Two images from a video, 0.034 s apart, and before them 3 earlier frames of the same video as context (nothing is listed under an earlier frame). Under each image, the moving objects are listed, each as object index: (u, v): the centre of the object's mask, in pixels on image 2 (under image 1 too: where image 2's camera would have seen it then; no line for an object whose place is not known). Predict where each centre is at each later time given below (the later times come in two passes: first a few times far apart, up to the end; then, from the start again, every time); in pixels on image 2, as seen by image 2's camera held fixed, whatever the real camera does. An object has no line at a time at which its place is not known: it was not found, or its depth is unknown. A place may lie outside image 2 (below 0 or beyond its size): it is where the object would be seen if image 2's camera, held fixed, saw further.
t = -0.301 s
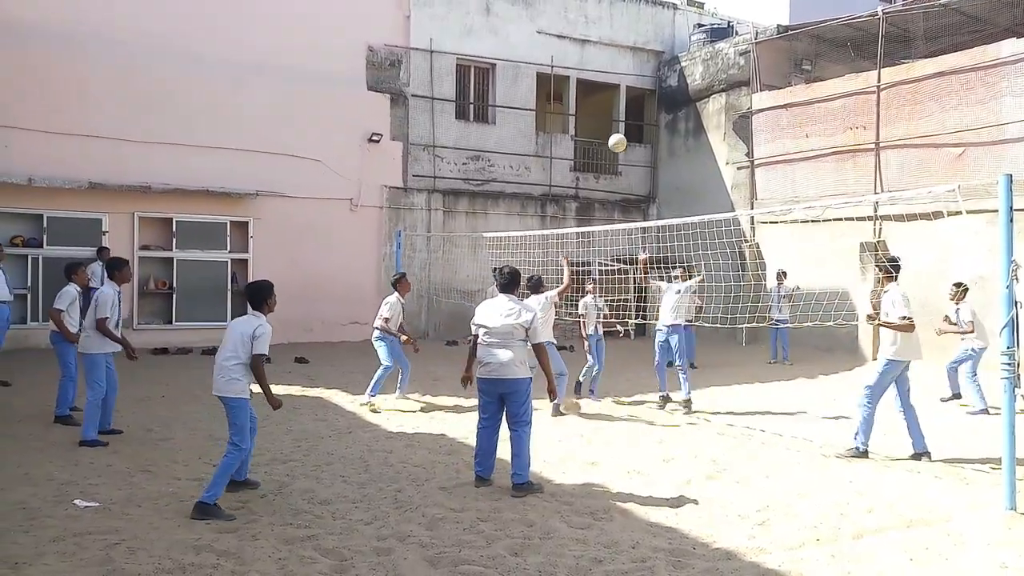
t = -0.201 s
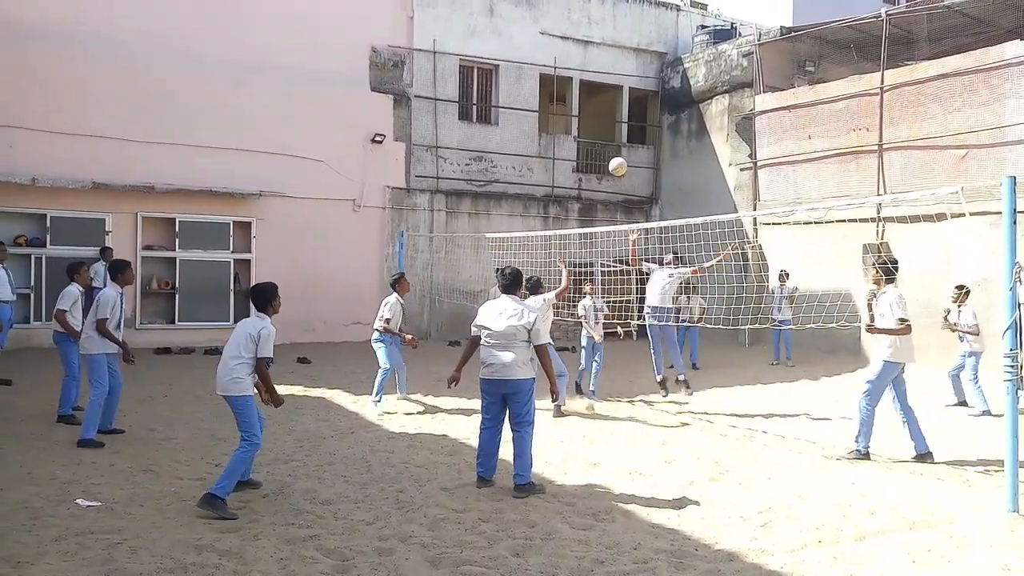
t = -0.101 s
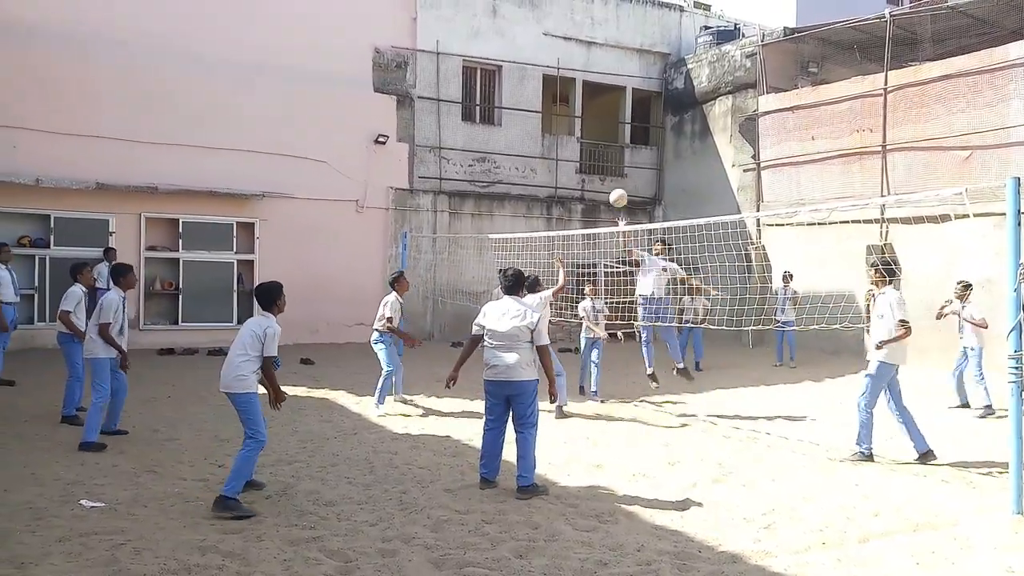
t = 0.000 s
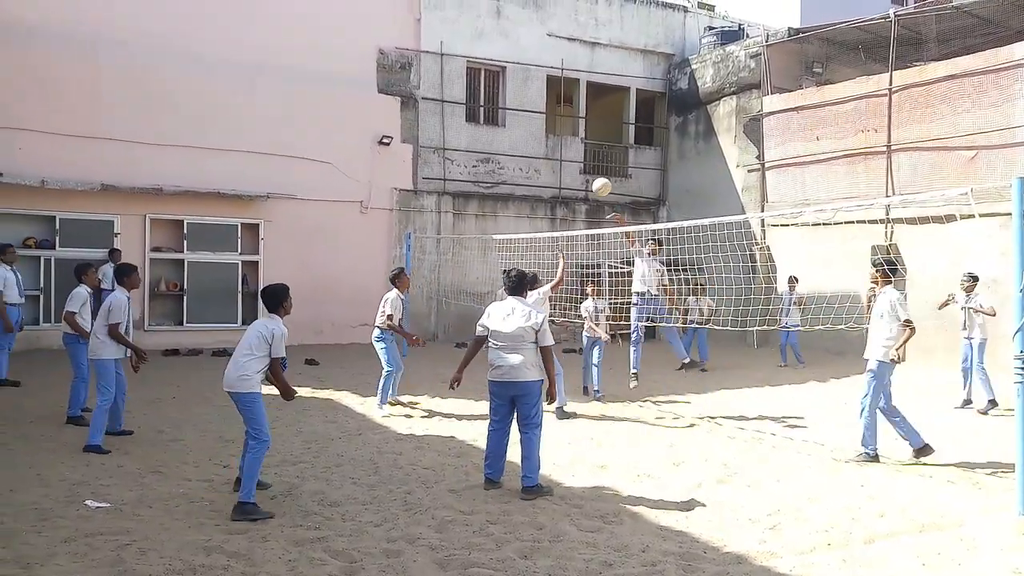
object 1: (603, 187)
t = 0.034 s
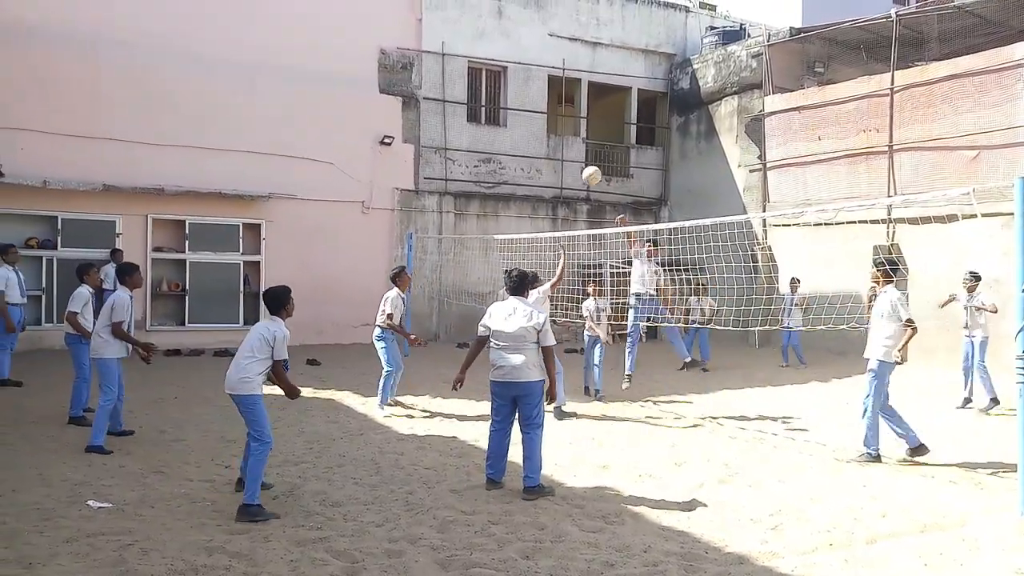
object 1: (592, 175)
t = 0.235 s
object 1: (513, 119)
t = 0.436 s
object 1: (417, 94)
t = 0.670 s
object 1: (277, 121)
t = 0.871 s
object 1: (122, 211)
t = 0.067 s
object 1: (580, 164)
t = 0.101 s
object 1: (566, 154)
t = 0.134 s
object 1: (554, 144)
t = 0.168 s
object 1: (541, 136)
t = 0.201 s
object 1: (526, 127)
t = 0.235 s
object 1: (513, 119)
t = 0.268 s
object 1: (498, 114)
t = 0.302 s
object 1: (483, 108)
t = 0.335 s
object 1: (468, 103)
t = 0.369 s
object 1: (451, 98)
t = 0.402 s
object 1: (434, 96)
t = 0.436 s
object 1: (417, 94)
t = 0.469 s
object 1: (400, 94)
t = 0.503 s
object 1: (382, 95)
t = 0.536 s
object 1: (360, 96)
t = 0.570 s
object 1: (341, 100)
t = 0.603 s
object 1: (320, 104)
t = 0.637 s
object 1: (299, 113)
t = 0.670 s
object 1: (277, 121)
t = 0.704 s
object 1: (253, 130)
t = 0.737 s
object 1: (229, 142)
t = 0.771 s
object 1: (203, 159)
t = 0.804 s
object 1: (177, 174)
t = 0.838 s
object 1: (152, 195)
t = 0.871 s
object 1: (122, 211)
